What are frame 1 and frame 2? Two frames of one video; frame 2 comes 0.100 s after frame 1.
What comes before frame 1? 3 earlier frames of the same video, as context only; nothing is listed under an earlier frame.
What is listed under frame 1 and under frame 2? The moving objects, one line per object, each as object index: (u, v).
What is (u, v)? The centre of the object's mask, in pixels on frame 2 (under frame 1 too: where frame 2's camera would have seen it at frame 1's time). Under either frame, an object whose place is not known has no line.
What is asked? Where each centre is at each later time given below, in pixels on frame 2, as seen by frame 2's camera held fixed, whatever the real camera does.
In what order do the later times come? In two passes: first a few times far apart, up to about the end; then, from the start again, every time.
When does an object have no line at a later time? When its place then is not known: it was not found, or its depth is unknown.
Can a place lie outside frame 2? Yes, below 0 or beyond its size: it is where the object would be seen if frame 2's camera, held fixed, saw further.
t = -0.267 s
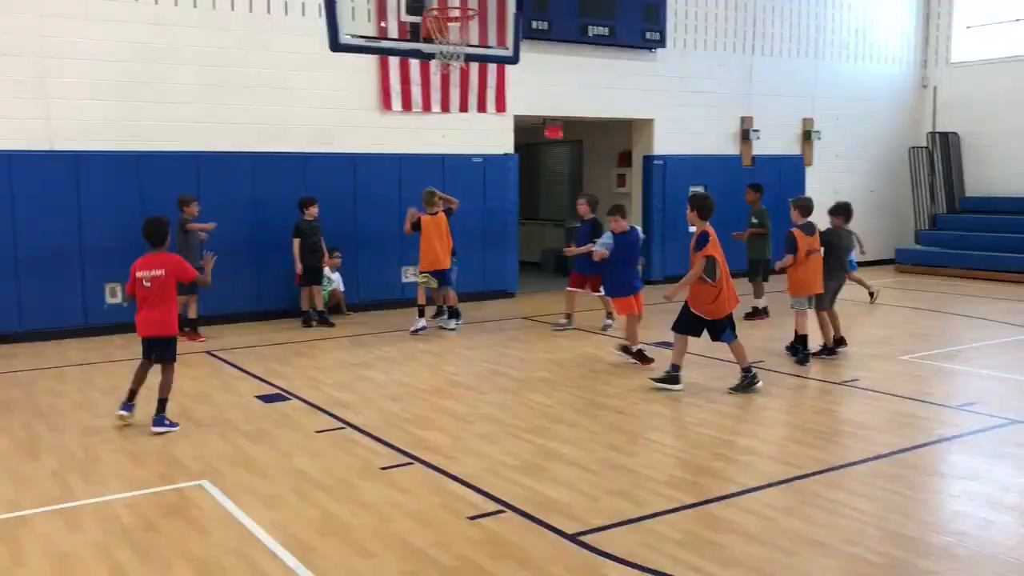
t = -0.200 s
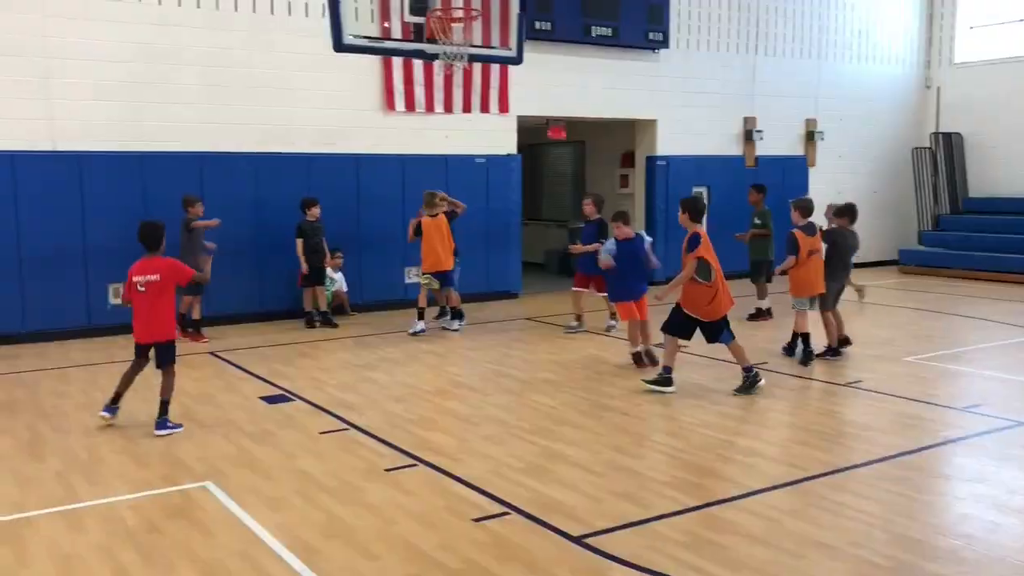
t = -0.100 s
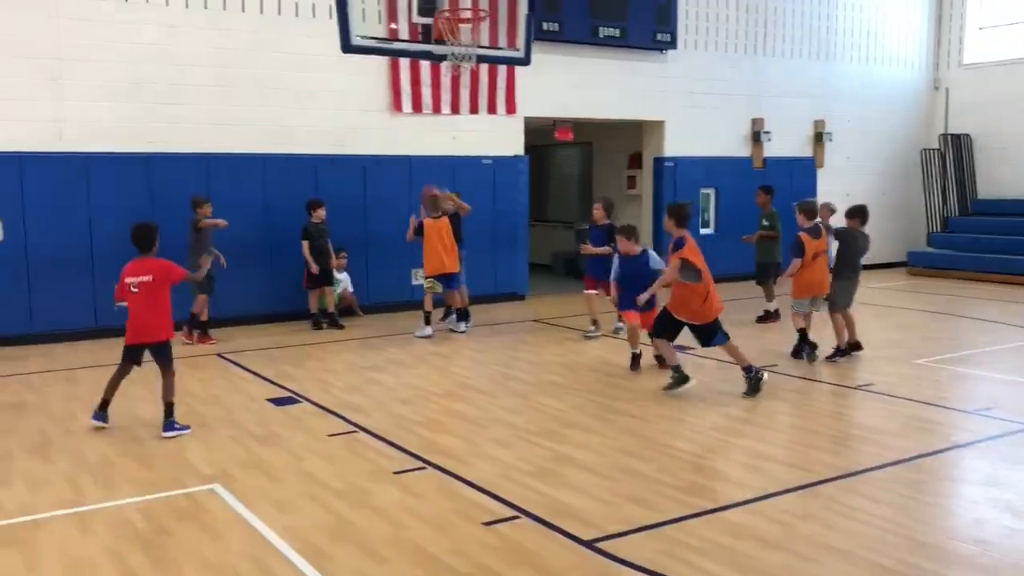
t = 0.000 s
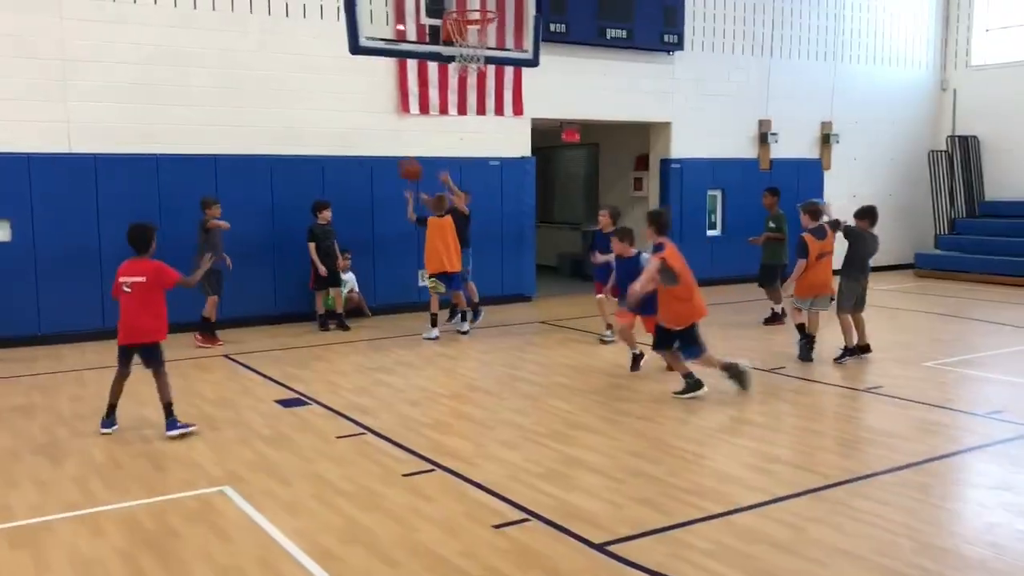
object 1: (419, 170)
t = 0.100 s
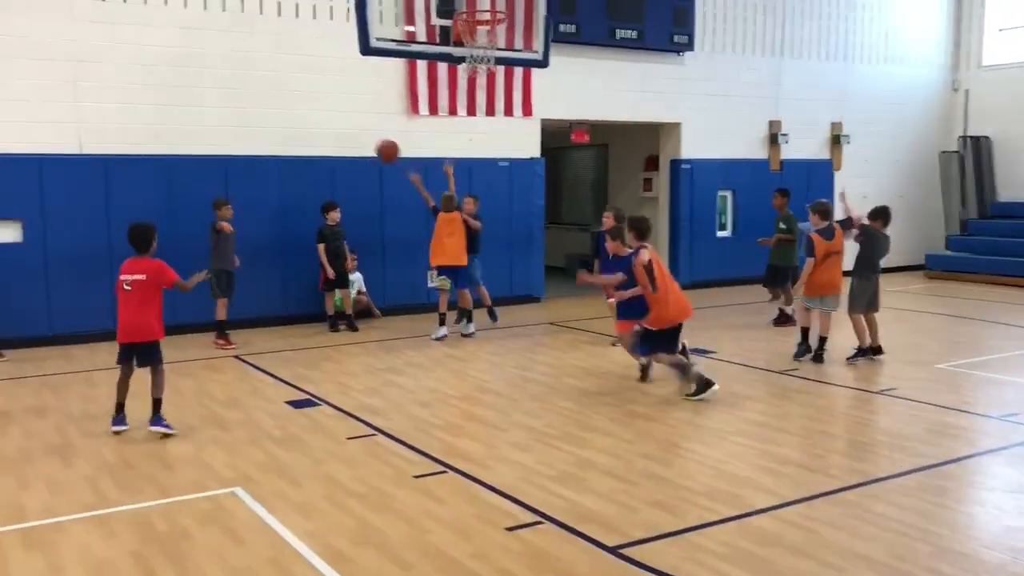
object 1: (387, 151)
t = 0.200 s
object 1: (352, 139)
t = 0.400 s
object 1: (266, 148)
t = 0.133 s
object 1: (375, 146)
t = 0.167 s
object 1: (364, 142)
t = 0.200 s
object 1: (352, 139)
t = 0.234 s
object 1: (339, 137)
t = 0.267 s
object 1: (326, 137)
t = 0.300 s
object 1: (312, 137)
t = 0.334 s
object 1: (298, 139)
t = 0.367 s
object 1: (283, 143)
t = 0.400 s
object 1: (266, 148)
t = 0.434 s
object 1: (250, 155)
